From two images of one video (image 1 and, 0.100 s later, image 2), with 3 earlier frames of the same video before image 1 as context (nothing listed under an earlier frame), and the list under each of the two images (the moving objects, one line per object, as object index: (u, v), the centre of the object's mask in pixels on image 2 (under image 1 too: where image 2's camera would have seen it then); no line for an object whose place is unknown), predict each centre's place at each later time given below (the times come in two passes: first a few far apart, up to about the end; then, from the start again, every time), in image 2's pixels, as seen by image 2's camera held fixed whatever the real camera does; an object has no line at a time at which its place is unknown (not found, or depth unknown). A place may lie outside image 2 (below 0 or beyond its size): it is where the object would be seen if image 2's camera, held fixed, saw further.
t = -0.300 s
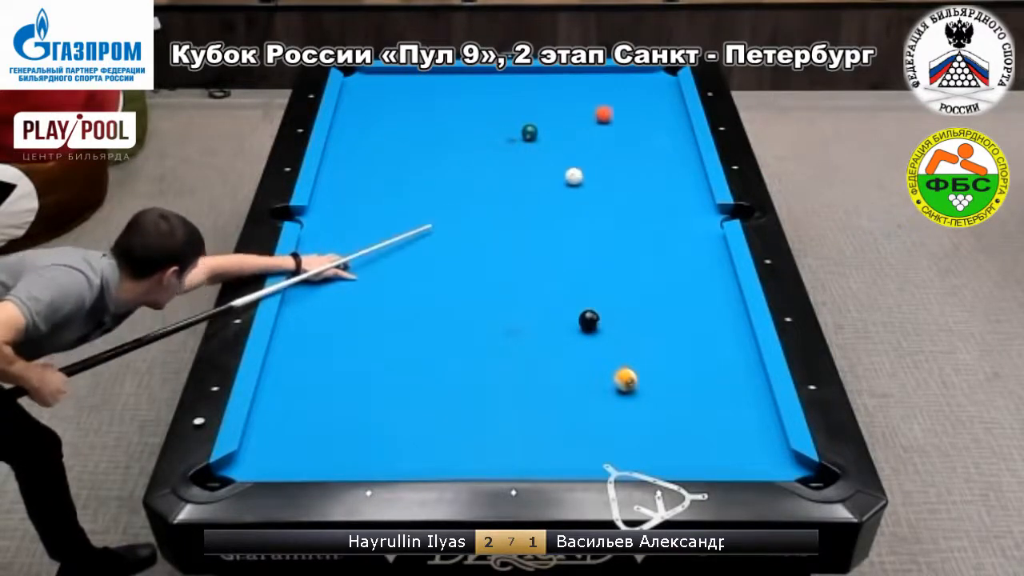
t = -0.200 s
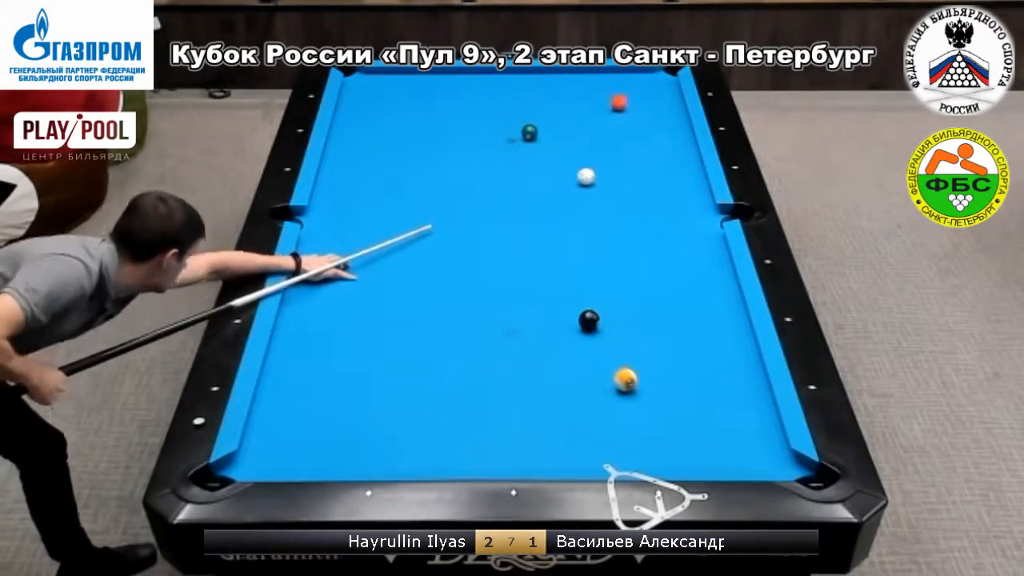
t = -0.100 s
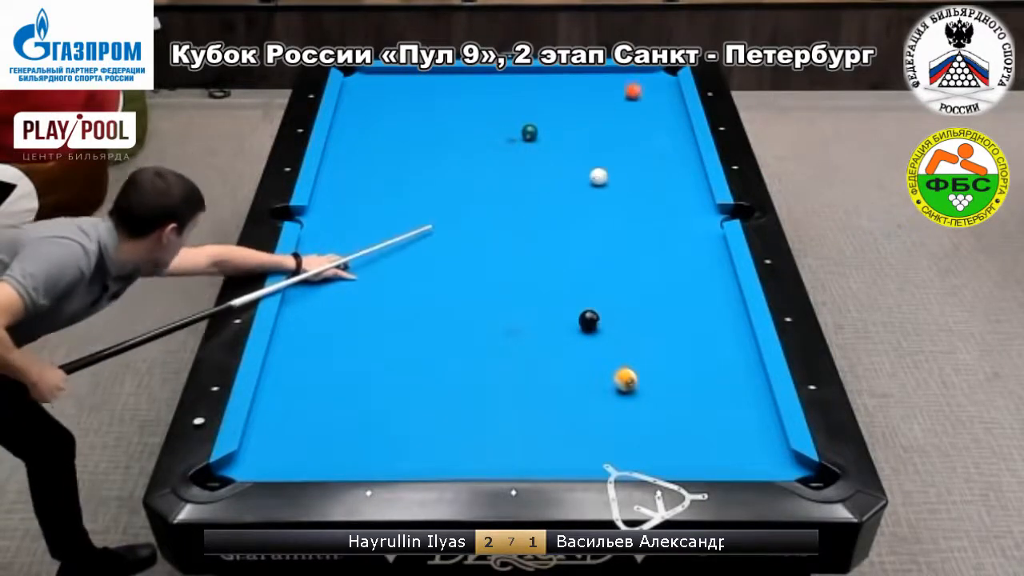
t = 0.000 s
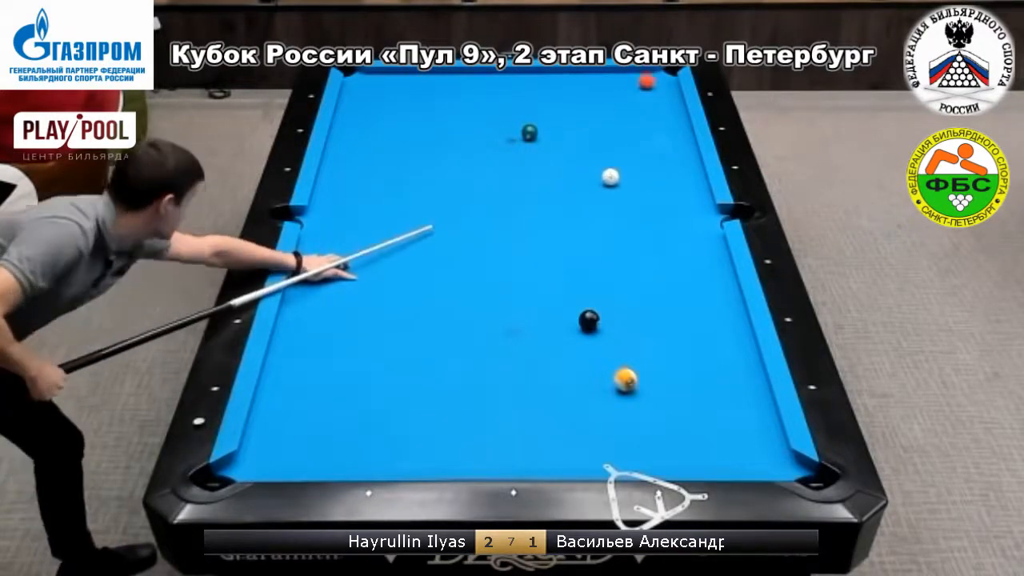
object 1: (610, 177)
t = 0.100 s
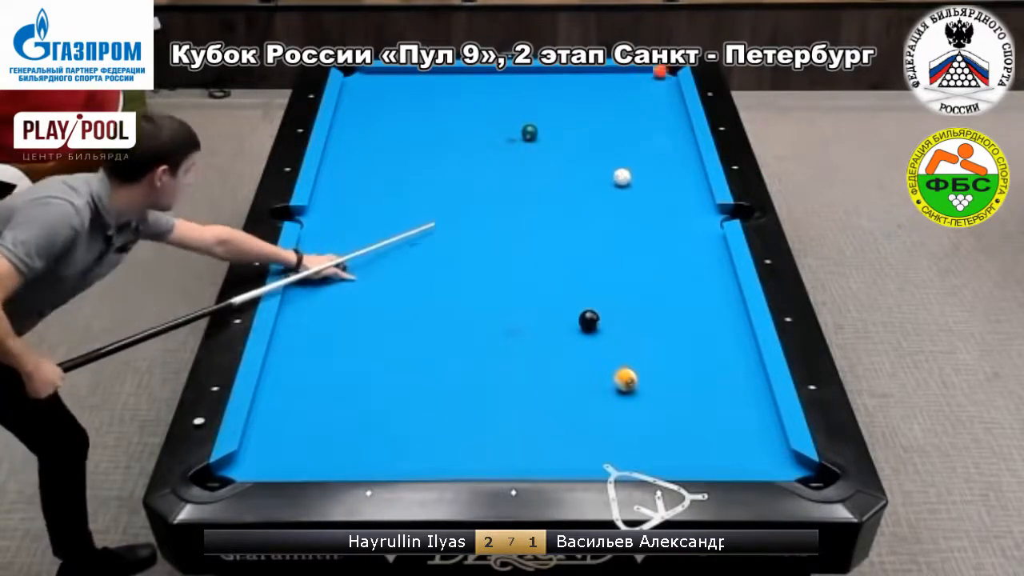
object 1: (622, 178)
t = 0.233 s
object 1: (637, 178)
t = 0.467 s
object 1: (663, 178)
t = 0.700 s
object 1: (688, 179)
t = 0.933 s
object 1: (692, 178)
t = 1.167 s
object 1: (679, 179)
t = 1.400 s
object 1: (667, 179)
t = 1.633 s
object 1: (657, 179)
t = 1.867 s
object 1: (648, 180)
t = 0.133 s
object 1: (626, 177)
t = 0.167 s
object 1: (630, 178)
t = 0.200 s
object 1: (634, 178)
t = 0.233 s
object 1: (637, 178)
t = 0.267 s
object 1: (641, 178)
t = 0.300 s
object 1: (645, 178)
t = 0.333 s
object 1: (648, 178)
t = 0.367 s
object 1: (652, 178)
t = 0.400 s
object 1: (656, 178)
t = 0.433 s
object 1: (659, 178)
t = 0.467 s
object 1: (663, 178)
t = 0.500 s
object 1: (667, 178)
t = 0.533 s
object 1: (670, 178)
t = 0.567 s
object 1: (674, 178)
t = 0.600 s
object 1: (677, 178)
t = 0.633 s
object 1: (680, 178)
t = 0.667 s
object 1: (684, 179)
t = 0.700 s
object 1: (688, 179)
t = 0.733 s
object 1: (691, 179)
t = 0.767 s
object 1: (694, 178)
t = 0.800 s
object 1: (697, 178)
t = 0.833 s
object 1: (698, 179)
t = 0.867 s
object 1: (696, 178)
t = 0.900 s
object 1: (694, 179)
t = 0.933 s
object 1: (692, 178)
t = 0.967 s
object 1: (690, 178)
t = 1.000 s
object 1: (689, 179)
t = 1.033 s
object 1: (687, 178)
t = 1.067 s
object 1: (685, 178)
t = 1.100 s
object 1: (683, 179)
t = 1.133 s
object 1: (681, 179)
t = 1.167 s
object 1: (679, 179)
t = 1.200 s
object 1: (677, 179)
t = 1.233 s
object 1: (676, 179)
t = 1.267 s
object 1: (674, 179)
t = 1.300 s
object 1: (672, 179)
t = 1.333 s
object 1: (671, 179)
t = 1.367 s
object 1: (669, 179)
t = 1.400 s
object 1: (667, 179)
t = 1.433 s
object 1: (666, 179)
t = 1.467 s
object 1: (664, 179)
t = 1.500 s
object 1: (663, 179)
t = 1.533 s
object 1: (661, 179)
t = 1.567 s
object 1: (660, 179)
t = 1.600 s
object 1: (658, 179)
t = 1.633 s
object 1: (657, 179)
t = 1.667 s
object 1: (656, 179)
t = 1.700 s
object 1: (654, 179)
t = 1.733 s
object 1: (653, 179)
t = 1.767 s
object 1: (652, 180)
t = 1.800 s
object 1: (650, 180)
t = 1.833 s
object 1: (649, 180)
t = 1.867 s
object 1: (648, 180)
